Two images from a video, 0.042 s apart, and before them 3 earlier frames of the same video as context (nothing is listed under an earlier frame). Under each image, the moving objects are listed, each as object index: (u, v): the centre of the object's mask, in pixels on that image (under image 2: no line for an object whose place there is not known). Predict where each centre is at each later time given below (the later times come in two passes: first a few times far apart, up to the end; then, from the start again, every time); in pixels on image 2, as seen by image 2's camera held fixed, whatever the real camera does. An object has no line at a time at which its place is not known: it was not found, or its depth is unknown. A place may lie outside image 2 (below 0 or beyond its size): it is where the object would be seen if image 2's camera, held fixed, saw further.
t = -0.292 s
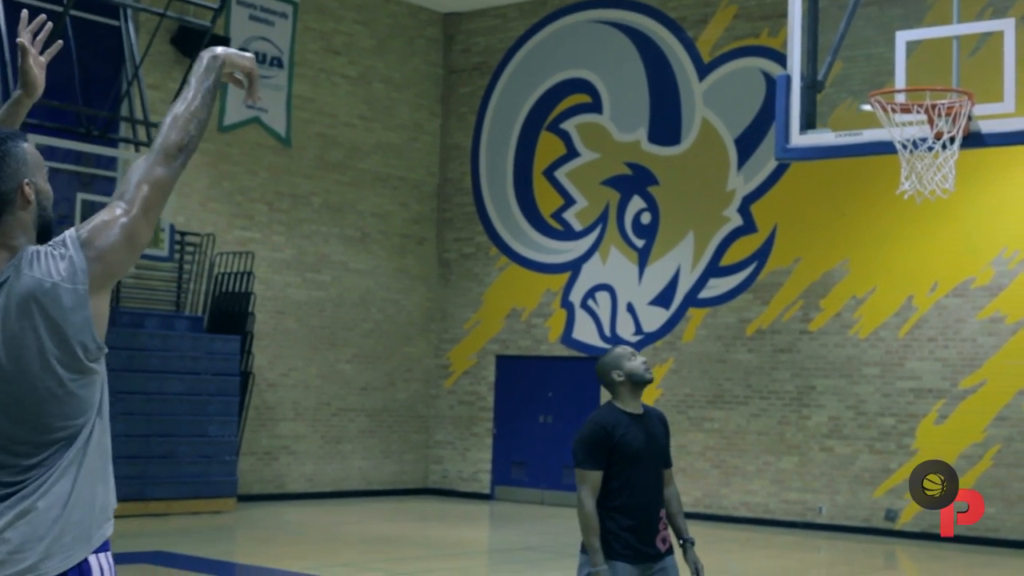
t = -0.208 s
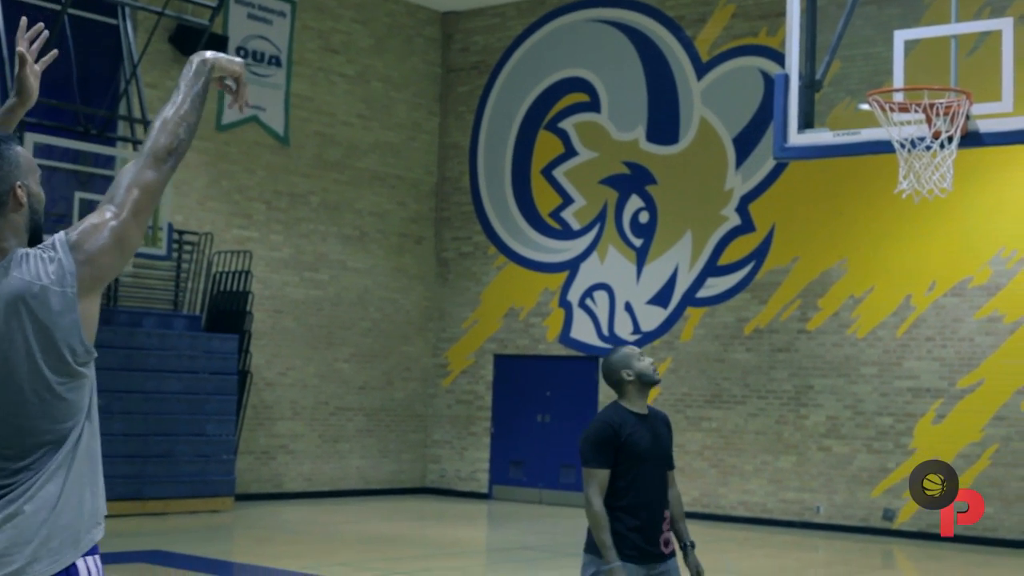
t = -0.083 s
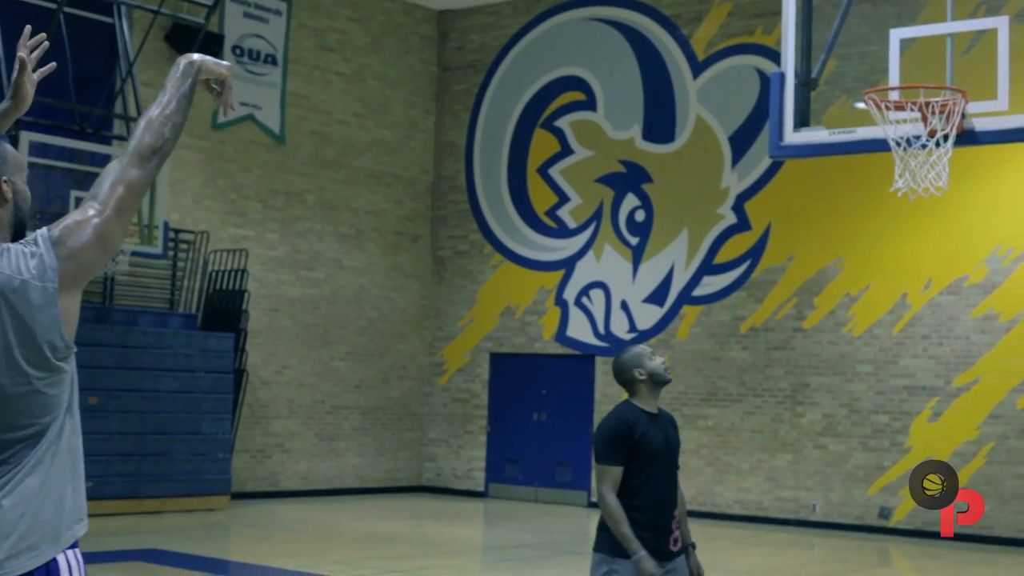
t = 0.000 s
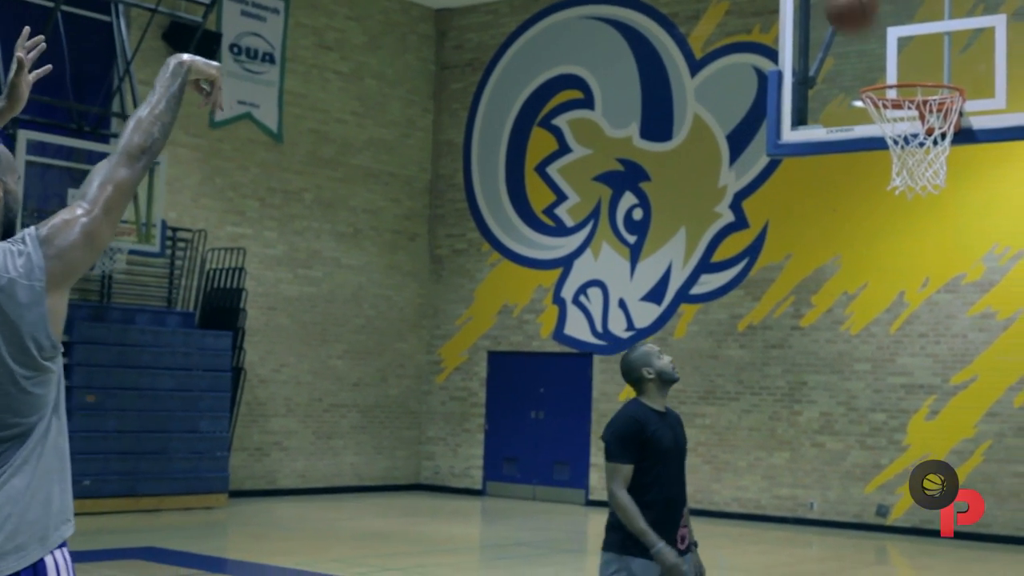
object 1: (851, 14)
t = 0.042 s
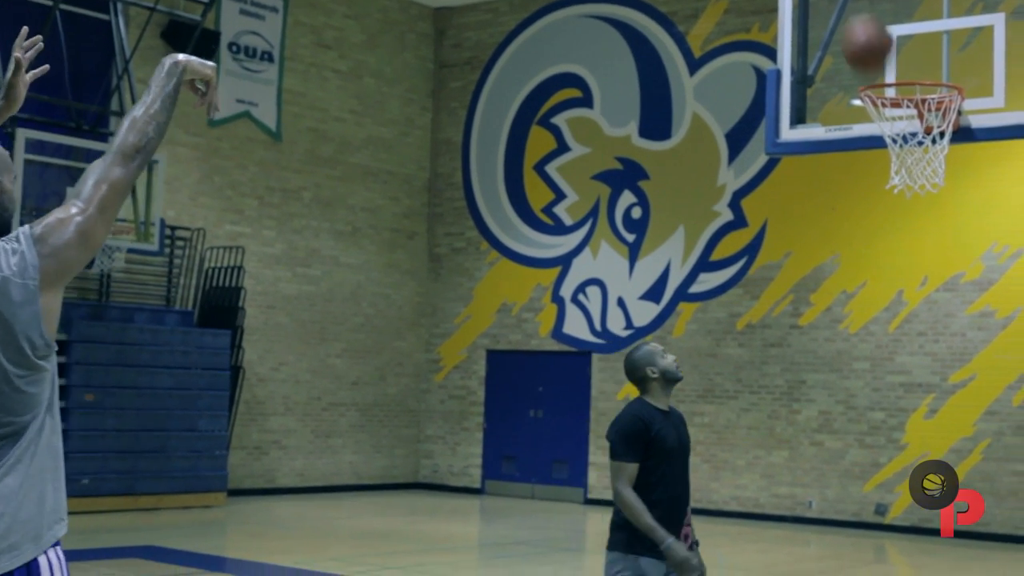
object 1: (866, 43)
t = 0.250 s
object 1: (914, 59)
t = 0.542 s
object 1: (898, 63)
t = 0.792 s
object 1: (931, 171)
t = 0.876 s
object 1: (943, 225)
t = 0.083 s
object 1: (880, 59)
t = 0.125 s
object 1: (889, 56)
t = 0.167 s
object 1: (897, 54)
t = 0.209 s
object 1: (905, 56)
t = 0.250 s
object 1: (914, 59)
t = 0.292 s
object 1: (920, 64)
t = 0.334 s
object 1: (920, 62)
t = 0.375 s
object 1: (916, 58)
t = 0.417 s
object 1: (912, 57)
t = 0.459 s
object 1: (908, 57)
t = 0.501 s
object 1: (903, 59)
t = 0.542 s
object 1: (898, 63)
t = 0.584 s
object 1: (892, 81)
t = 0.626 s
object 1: (895, 93)
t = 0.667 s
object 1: (906, 107)
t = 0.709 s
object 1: (914, 127)
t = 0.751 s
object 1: (923, 150)
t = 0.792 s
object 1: (931, 171)
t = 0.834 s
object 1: (938, 198)
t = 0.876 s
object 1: (943, 225)
